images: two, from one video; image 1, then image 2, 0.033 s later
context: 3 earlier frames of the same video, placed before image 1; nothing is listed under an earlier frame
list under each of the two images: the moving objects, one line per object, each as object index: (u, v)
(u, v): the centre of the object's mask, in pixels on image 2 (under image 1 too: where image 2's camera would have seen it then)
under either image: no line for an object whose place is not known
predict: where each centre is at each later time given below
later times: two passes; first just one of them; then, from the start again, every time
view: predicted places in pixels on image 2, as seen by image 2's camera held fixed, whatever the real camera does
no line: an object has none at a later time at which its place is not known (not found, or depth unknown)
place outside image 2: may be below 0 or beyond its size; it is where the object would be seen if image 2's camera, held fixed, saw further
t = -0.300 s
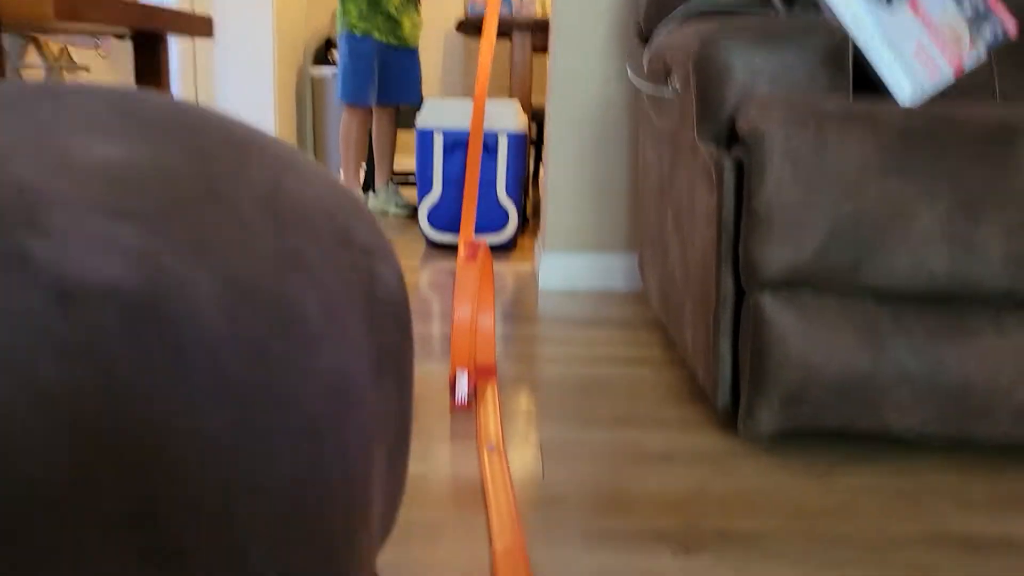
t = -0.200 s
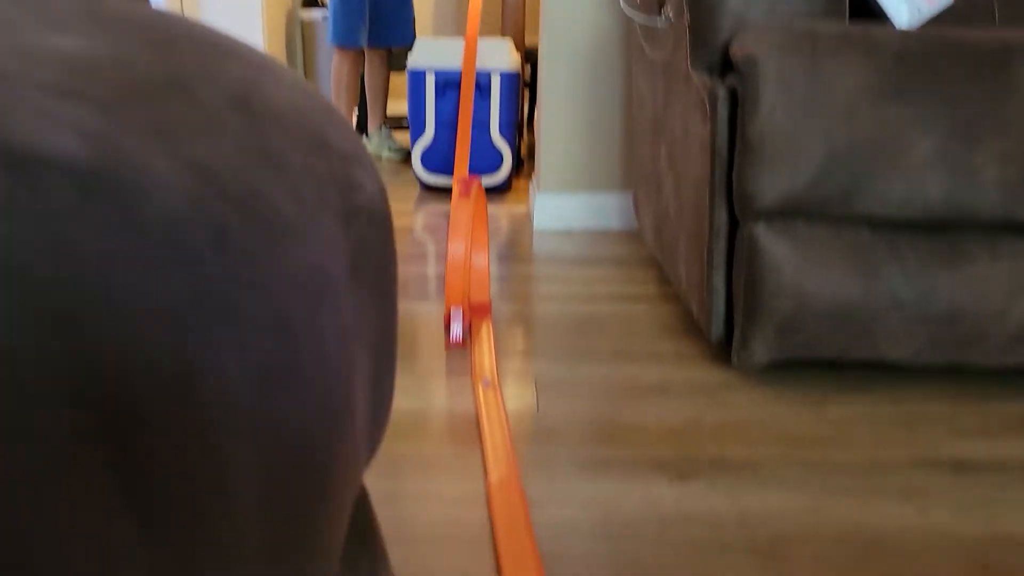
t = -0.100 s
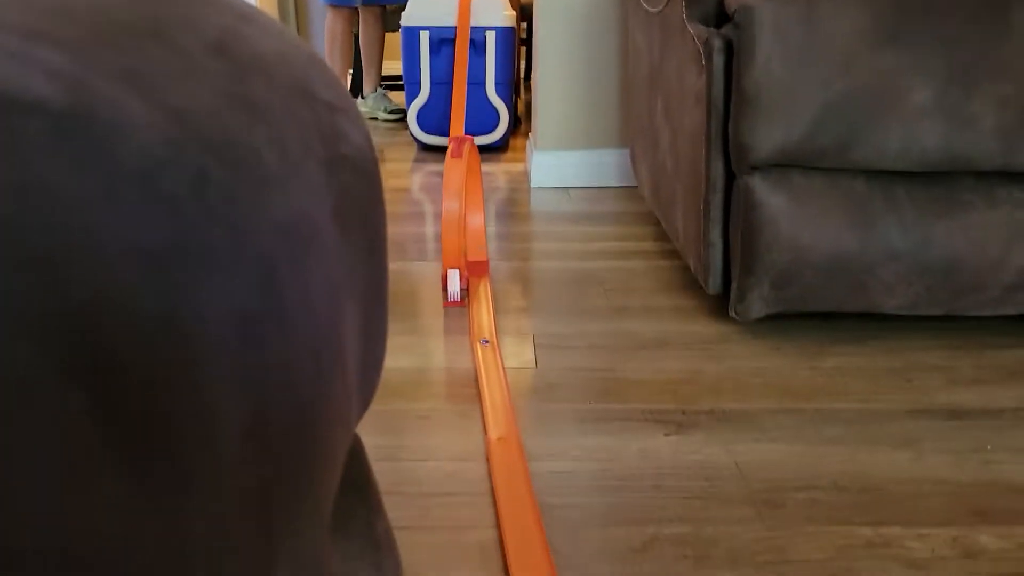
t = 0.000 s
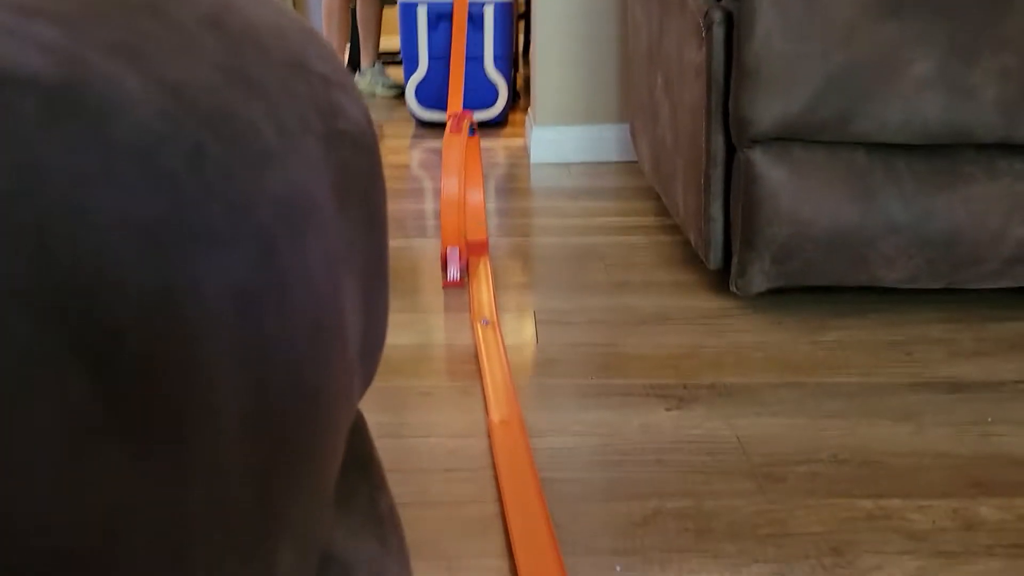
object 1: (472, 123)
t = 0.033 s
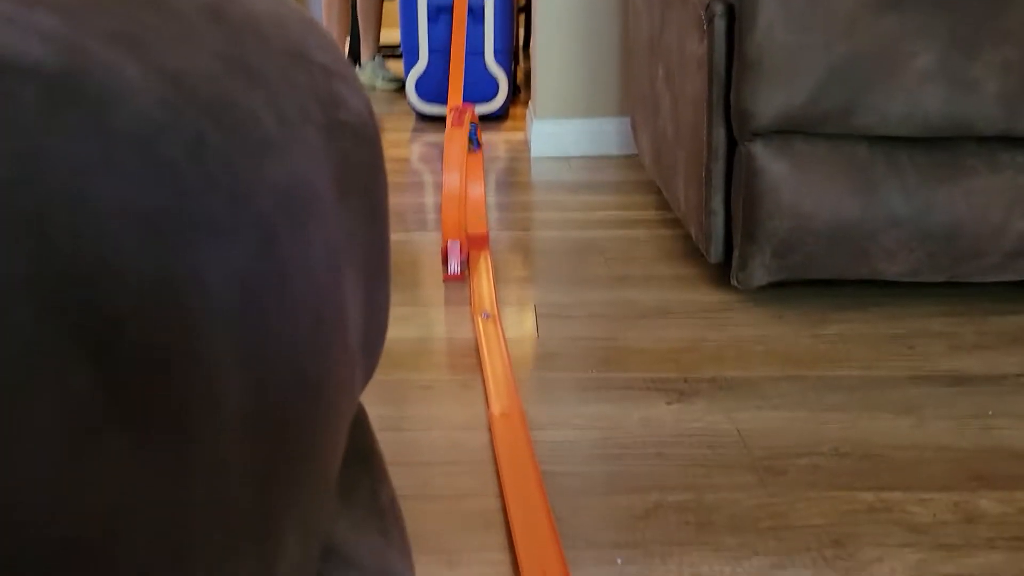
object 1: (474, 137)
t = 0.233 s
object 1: (482, 276)
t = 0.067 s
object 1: (476, 167)
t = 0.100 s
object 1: (478, 206)
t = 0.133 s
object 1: (479, 235)
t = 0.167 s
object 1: (480, 246)
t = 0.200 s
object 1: (481, 261)
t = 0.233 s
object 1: (482, 276)
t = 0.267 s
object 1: (485, 294)
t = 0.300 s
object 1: (486, 308)
